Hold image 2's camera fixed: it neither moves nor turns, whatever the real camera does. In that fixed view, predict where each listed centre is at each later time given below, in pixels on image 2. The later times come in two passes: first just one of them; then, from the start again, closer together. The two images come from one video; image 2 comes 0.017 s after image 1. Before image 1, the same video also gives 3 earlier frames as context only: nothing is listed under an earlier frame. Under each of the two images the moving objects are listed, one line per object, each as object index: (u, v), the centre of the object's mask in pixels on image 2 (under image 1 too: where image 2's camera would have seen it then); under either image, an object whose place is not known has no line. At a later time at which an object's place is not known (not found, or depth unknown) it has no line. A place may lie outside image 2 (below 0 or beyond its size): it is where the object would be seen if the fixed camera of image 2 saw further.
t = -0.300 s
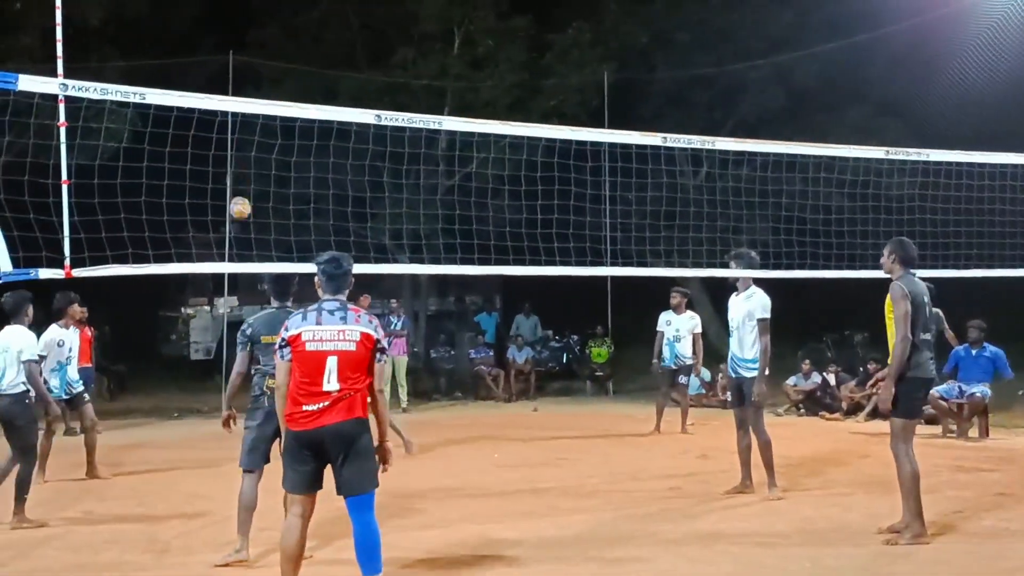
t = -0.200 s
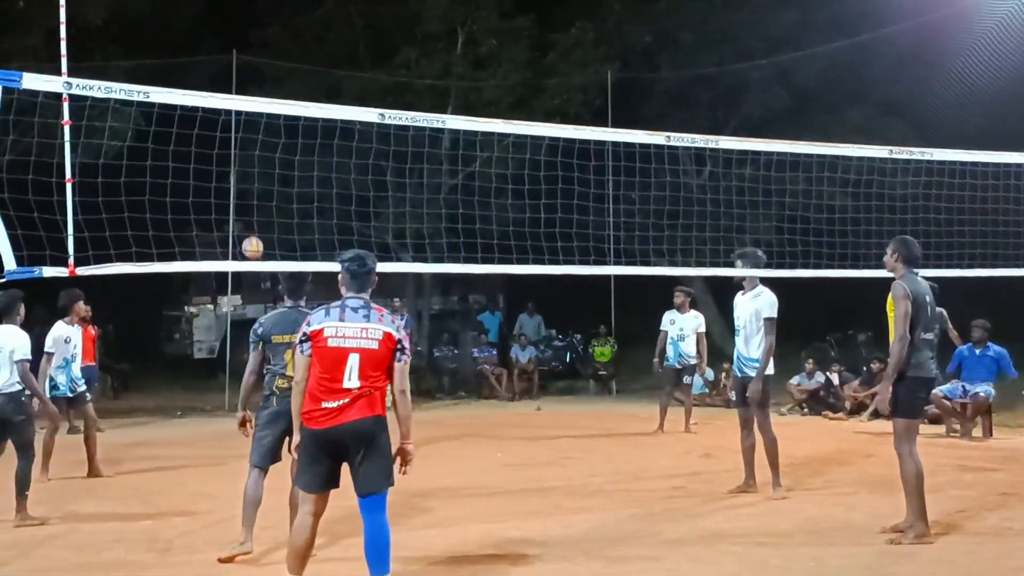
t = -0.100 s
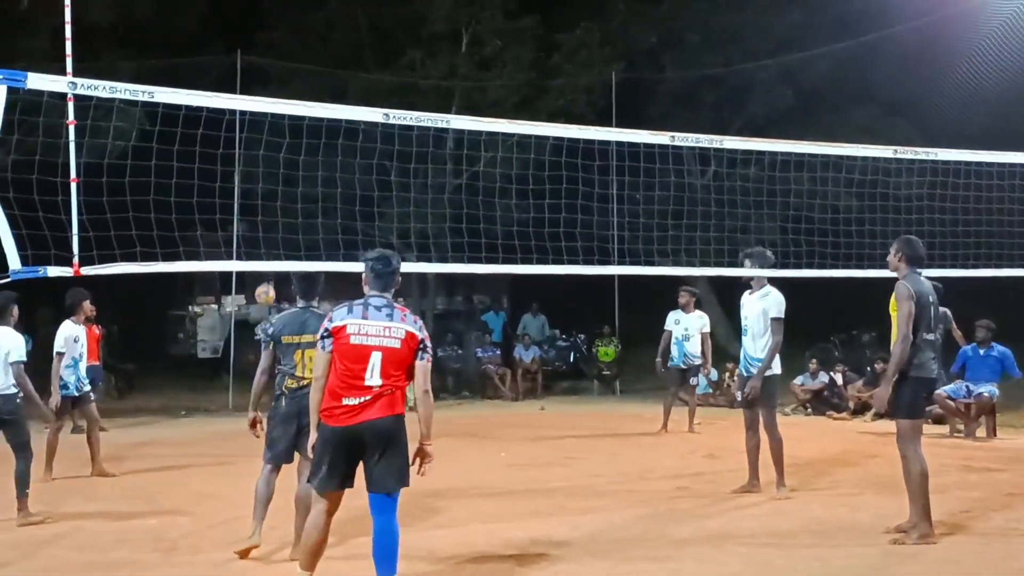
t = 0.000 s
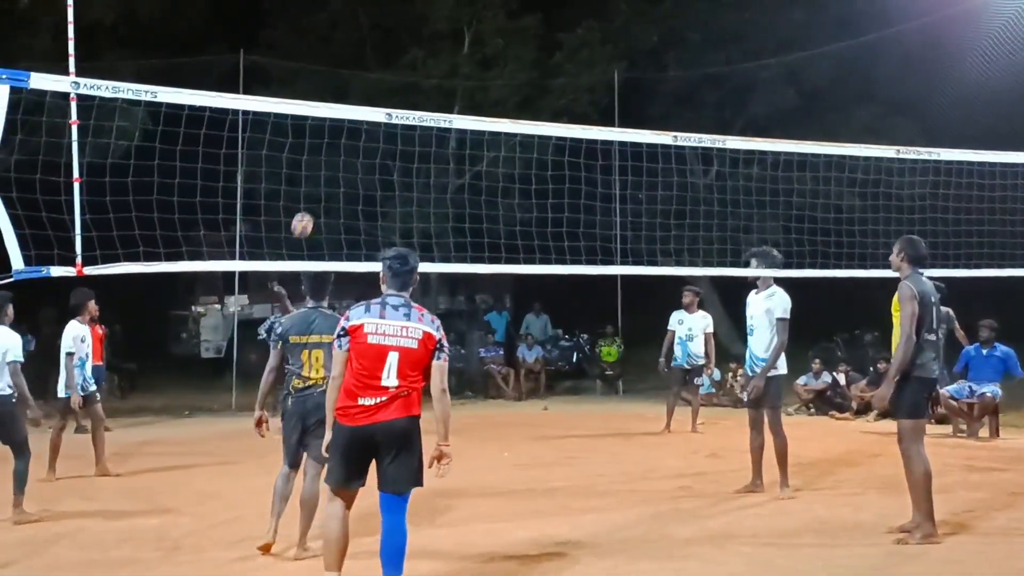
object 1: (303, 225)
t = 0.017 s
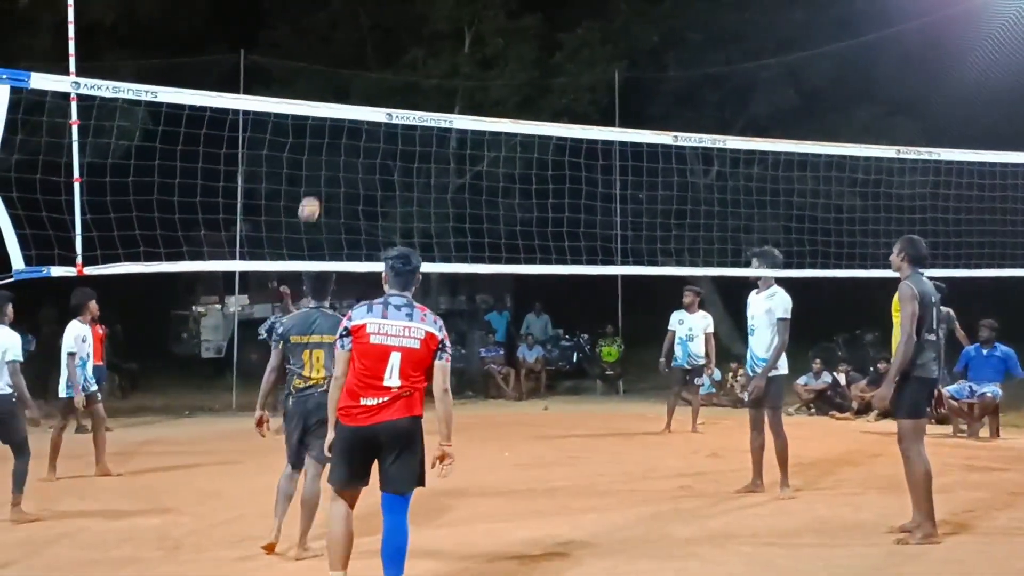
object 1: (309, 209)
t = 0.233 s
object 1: (402, 27)
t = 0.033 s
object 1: (316, 194)
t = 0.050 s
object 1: (323, 179)
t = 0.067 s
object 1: (330, 164)
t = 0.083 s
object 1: (337, 150)
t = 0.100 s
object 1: (344, 134)
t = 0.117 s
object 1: (351, 125)
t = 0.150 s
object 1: (365, 93)
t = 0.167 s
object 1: (372, 80)
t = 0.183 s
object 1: (380, 66)
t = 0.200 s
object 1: (387, 53)
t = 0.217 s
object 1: (395, 40)
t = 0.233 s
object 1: (402, 27)
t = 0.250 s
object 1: (409, 14)
